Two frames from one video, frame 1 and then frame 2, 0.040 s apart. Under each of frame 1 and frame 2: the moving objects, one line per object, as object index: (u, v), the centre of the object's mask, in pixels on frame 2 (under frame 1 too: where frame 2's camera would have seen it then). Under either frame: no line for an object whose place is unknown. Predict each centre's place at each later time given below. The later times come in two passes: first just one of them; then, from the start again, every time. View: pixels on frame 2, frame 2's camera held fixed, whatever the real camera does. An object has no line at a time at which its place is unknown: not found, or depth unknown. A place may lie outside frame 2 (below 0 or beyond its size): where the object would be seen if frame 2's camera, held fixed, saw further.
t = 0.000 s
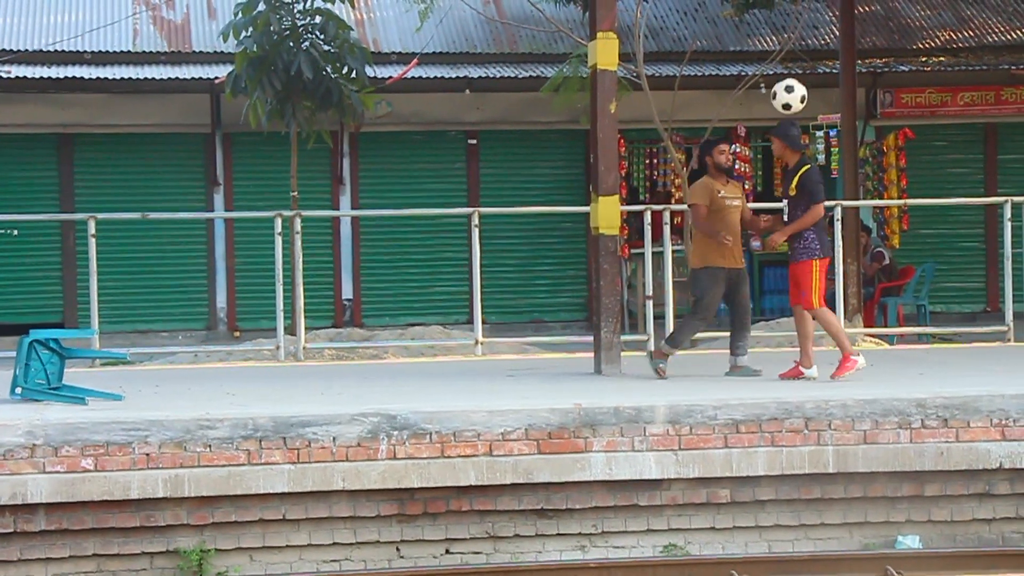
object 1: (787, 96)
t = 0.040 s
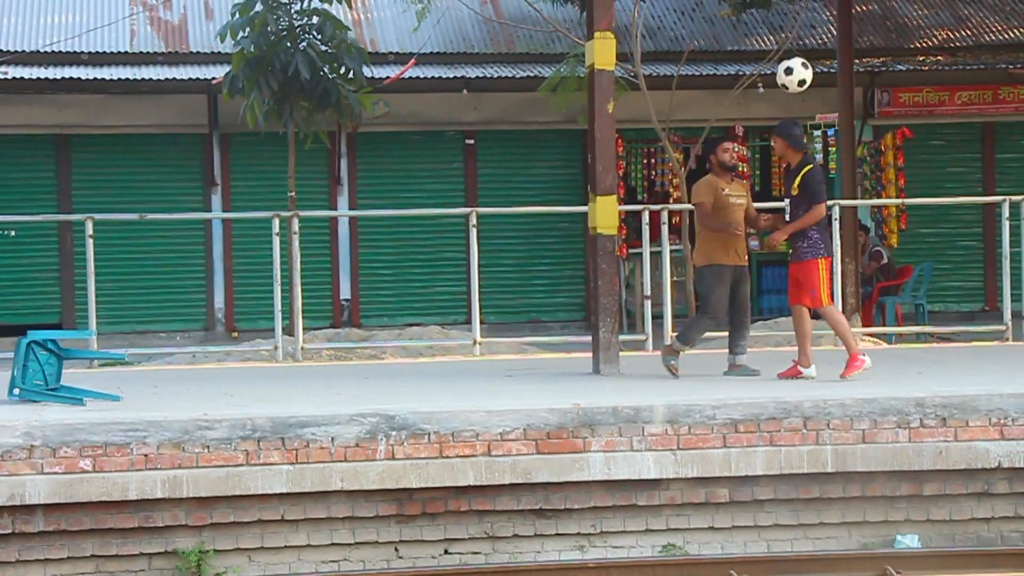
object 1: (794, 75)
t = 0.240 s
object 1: (835, 12)
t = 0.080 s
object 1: (802, 56)
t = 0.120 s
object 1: (810, 40)
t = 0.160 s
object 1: (818, 26)
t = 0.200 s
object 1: (826, 16)
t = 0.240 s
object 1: (835, 12)
